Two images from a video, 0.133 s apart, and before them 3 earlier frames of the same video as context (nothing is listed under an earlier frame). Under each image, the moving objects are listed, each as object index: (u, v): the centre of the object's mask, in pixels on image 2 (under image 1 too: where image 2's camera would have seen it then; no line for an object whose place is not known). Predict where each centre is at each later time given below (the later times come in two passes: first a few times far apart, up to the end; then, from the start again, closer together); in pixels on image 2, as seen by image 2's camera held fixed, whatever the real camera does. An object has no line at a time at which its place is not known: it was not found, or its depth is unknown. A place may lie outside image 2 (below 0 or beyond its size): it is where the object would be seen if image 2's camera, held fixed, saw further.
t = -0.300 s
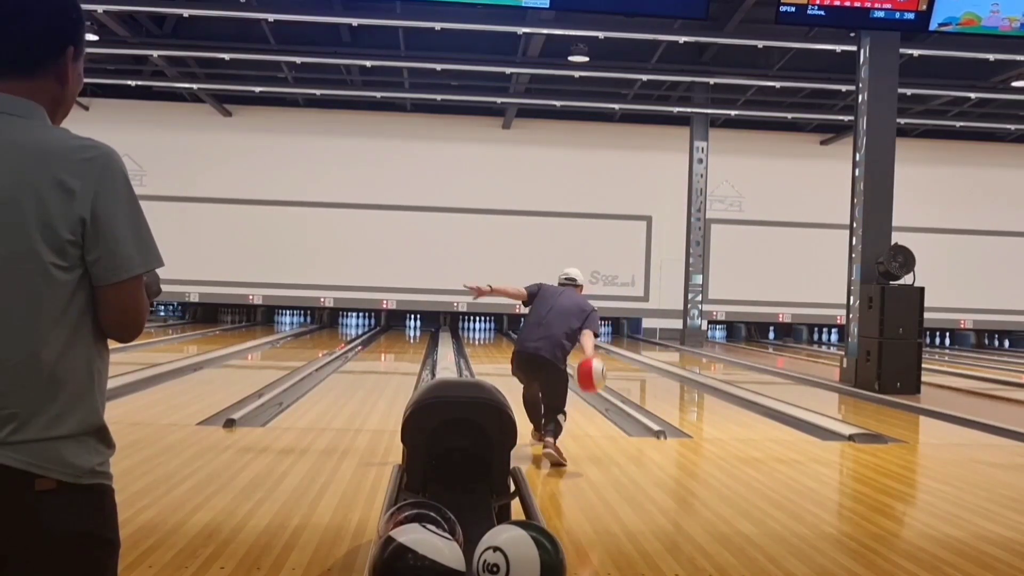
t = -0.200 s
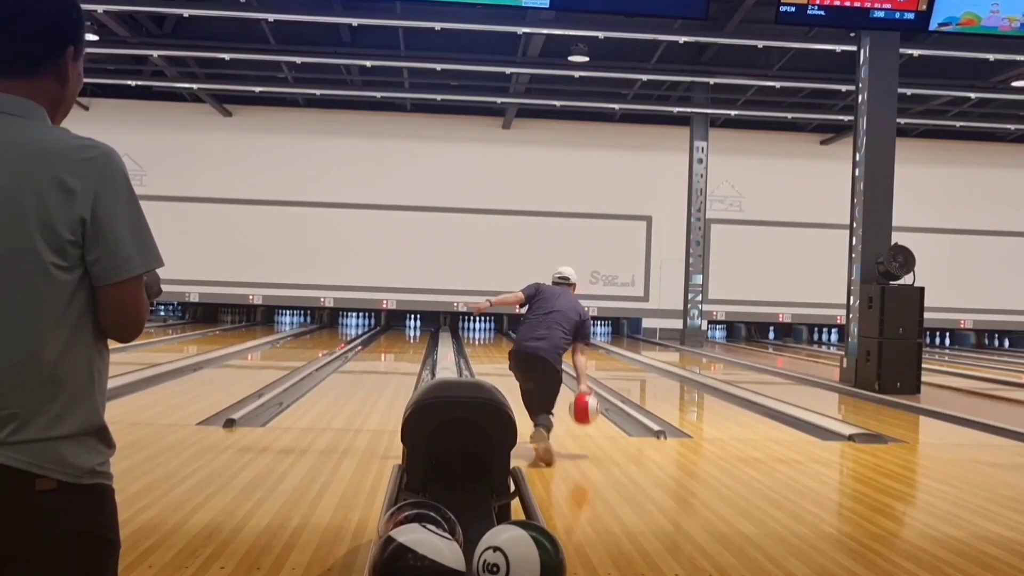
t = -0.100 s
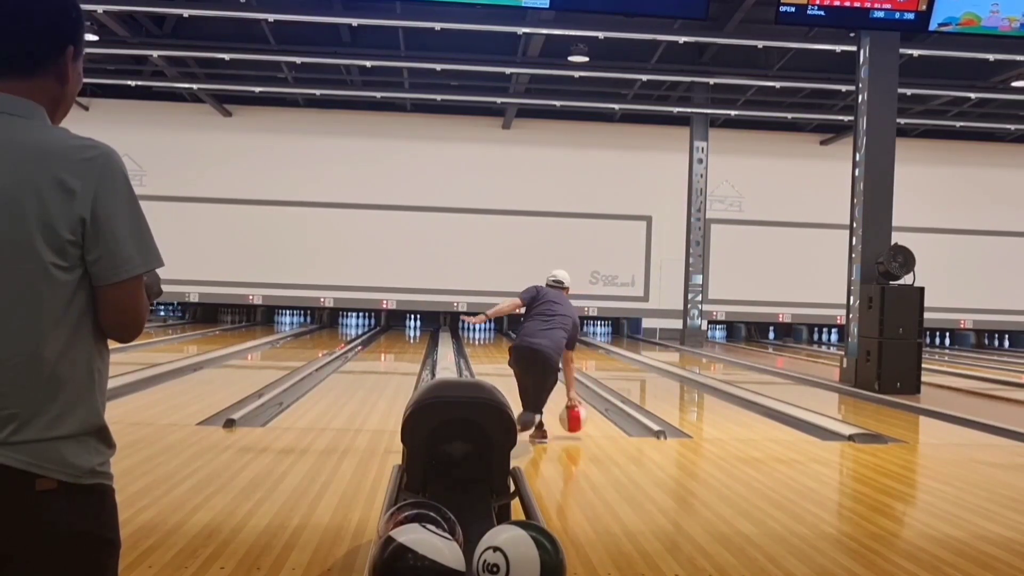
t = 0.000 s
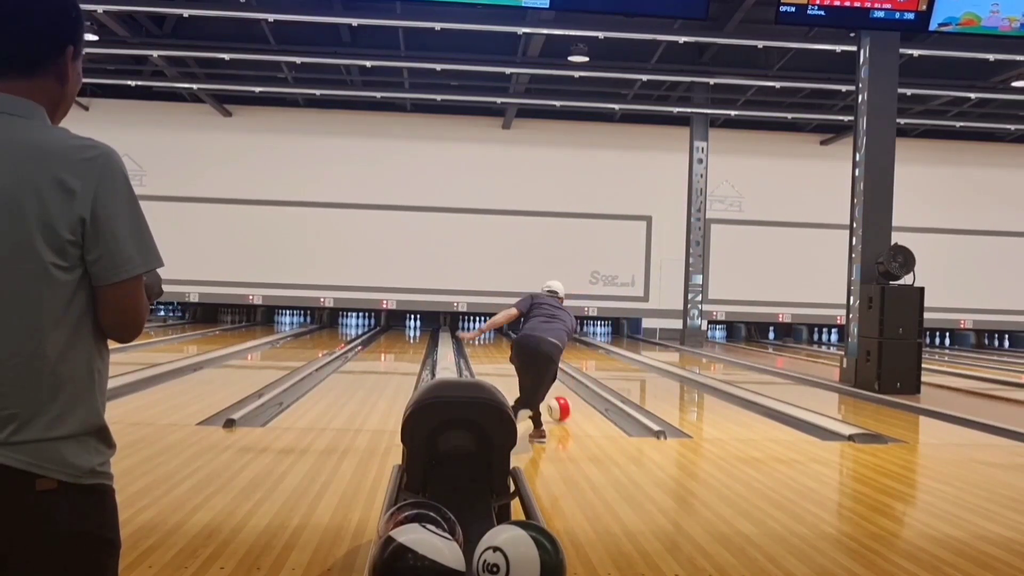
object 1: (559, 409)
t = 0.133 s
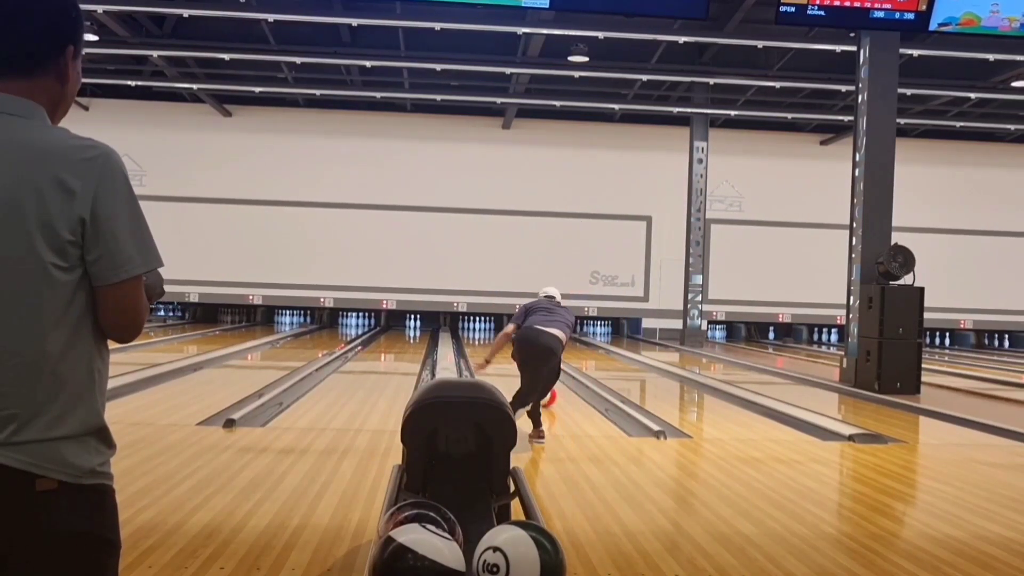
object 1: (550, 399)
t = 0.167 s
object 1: (548, 398)
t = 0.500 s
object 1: (519, 370)
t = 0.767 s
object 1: (511, 358)
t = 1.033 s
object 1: (498, 349)
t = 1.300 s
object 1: (492, 343)
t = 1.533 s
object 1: (487, 338)
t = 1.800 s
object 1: (485, 334)
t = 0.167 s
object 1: (548, 398)
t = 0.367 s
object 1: (522, 379)
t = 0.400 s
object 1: (521, 378)
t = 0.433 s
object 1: (521, 375)
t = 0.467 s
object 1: (520, 373)
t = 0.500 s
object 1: (519, 370)
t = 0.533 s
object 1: (518, 369)
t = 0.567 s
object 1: (516, 367)
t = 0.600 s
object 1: (516, 366)
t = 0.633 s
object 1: (515, 364)
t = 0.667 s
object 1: (513, 362)
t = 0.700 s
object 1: (512, 359)
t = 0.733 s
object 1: (511, 356)
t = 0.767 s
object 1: (511, 358)
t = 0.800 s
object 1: (508, 357)
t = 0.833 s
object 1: (505, 356)
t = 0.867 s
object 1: (504, 355)
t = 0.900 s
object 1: (502, 353)
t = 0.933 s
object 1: (501, 352)
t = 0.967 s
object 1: (500, 351)
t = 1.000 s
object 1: (499, 350)
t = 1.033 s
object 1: (498, 349)
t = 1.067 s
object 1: (497, 348)
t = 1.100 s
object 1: (496, 347)
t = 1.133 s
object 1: (495, 346)
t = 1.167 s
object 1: (495, 346)
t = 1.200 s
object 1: (494, 345)
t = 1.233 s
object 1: (493, 344)
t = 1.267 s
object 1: (492, 343)
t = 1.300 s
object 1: (492, 343)
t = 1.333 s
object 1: (491, 342)
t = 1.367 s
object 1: (489, 341)
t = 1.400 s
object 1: (488, 340)
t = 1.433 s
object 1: (488, 339)
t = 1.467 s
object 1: (488, 339)
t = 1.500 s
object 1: (488, 338)
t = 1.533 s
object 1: (487, 338)
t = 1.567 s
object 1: (487, 338)
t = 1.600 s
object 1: (486, 337)
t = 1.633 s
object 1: (486, 337)
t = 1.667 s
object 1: (485, 336)
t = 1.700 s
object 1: (485, 336)
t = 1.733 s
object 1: (485, 336)
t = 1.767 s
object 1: (484, 335)
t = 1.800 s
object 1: (485, 334)
